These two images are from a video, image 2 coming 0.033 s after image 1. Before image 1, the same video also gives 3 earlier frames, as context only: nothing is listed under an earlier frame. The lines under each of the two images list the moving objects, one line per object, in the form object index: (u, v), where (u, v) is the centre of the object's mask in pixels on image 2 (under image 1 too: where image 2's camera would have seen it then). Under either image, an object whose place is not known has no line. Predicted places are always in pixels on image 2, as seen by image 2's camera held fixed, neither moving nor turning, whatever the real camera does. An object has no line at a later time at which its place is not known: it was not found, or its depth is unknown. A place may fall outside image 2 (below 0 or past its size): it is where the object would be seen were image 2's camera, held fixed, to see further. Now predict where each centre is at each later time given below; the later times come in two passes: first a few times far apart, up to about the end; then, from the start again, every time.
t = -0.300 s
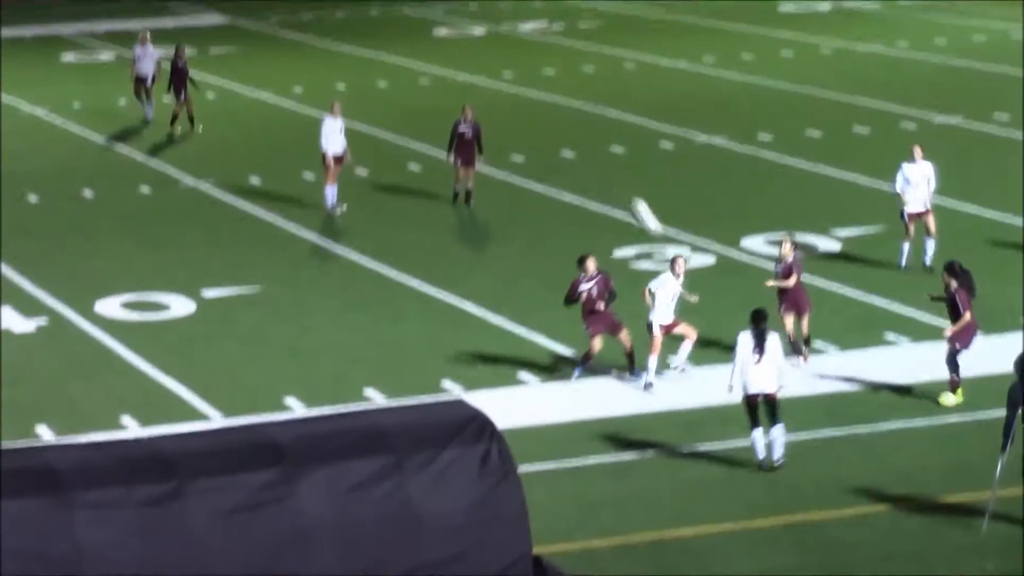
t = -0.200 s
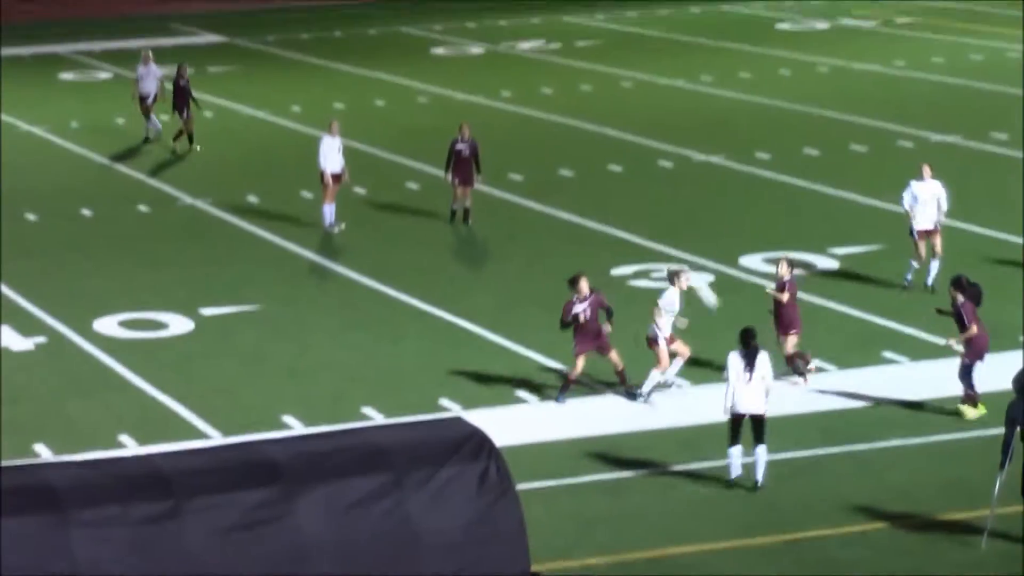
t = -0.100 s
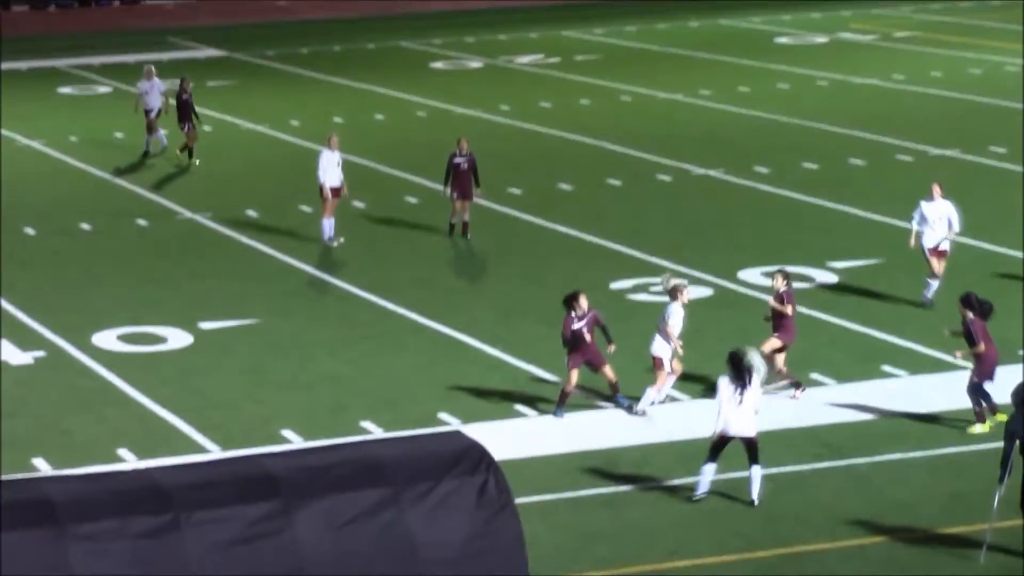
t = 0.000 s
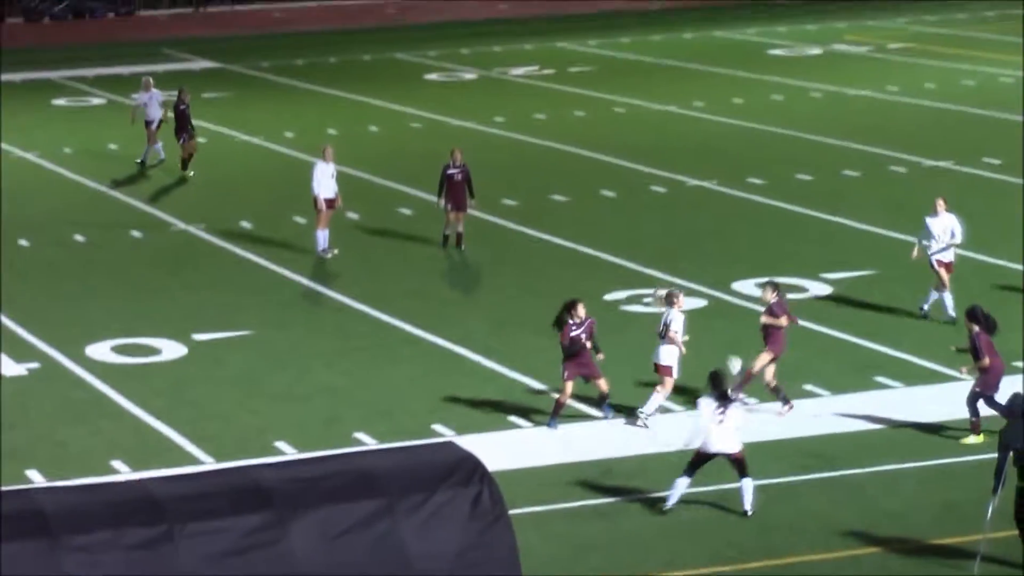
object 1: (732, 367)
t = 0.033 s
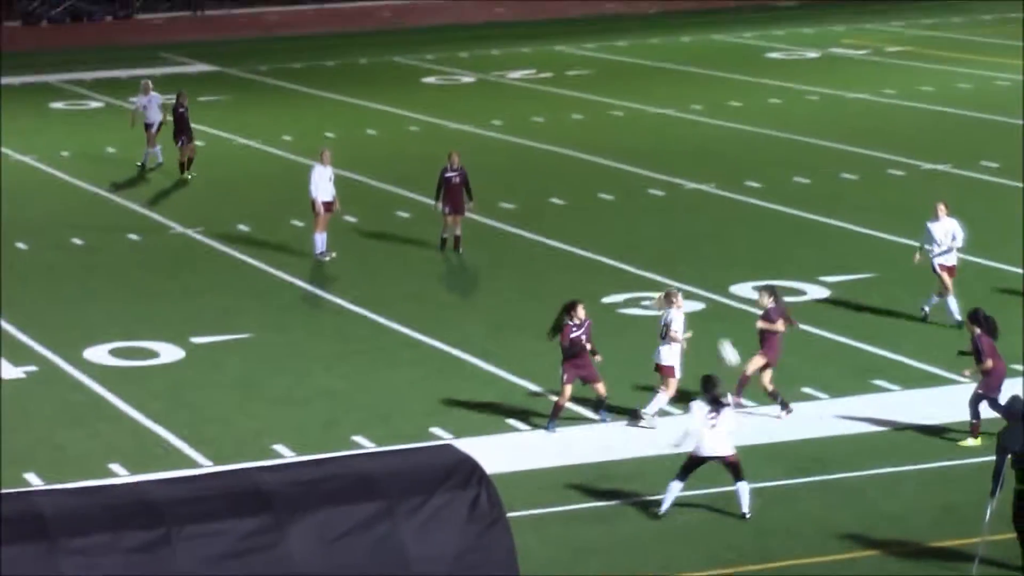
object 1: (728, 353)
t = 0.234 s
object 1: (688, 257)
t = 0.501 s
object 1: (637, 186)
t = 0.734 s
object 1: (597, 175)
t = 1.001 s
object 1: (555, 219)
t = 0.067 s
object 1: (722, 334)
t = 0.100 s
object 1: (716, 317)
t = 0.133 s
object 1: (709, 300)
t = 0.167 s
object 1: (701, 284)
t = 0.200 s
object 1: (694, 270)
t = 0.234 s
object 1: (688, 257)
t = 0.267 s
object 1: (681, 245)
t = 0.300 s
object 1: (674, 234)
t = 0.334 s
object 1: (668, 223)
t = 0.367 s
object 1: (661, 213)
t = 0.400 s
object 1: (654, 205)
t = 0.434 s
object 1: (649, 198)
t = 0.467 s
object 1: (643, 191)
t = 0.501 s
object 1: (637, 186)
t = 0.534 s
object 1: (630, 181)
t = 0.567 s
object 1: (624, 178)
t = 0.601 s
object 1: (618, 176)
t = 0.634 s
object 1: (612, 174)
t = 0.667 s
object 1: (607, 174)
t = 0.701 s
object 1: (602, 174)
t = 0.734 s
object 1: (597, 175)
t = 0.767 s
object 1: (591, 177)
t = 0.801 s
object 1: (585, 181)
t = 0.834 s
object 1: (580, 185)
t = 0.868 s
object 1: (575, 190)
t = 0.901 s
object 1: (570, 196)
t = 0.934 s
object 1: (566, 203)
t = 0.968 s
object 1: (560, 210)
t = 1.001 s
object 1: (555, 219)
